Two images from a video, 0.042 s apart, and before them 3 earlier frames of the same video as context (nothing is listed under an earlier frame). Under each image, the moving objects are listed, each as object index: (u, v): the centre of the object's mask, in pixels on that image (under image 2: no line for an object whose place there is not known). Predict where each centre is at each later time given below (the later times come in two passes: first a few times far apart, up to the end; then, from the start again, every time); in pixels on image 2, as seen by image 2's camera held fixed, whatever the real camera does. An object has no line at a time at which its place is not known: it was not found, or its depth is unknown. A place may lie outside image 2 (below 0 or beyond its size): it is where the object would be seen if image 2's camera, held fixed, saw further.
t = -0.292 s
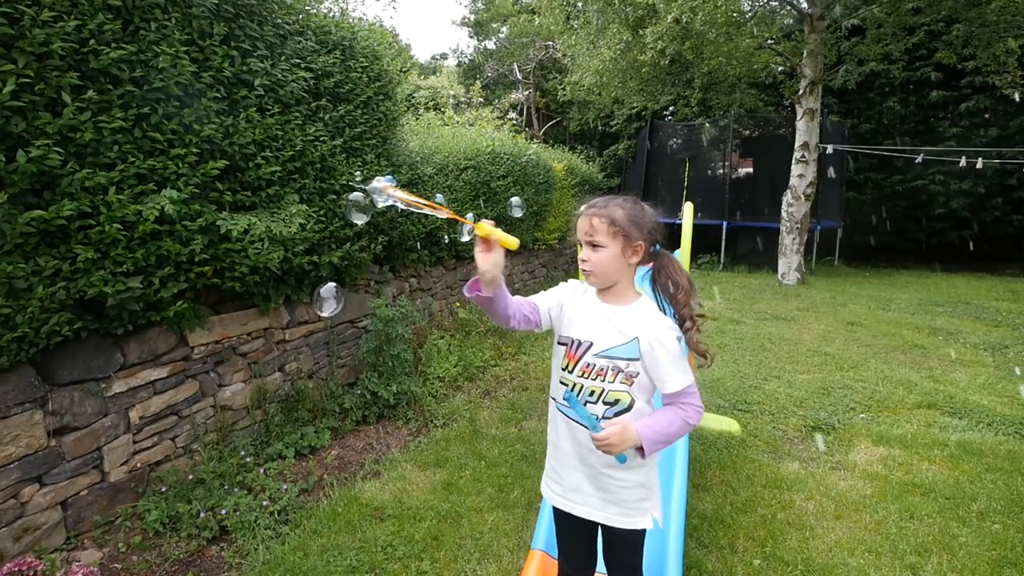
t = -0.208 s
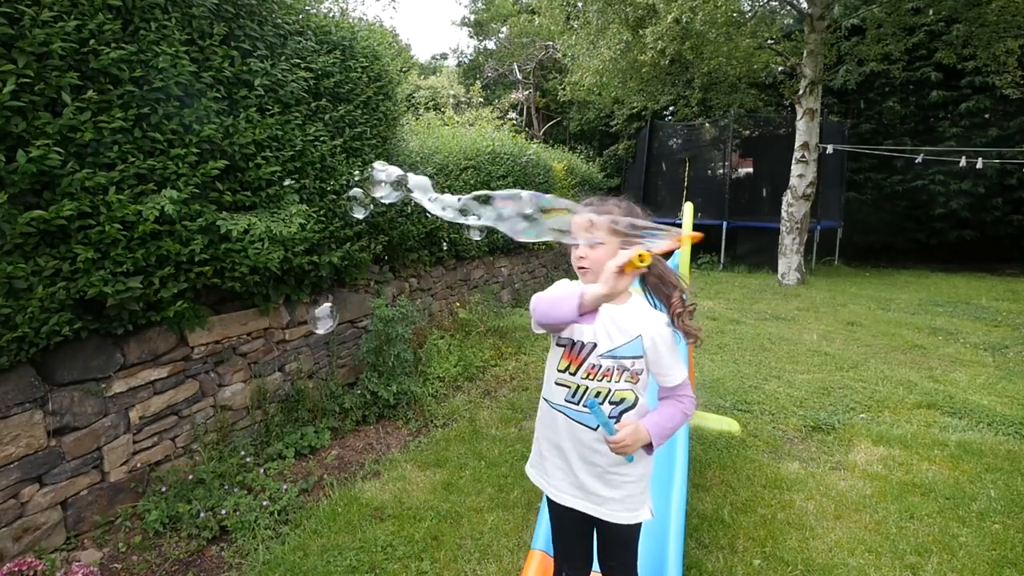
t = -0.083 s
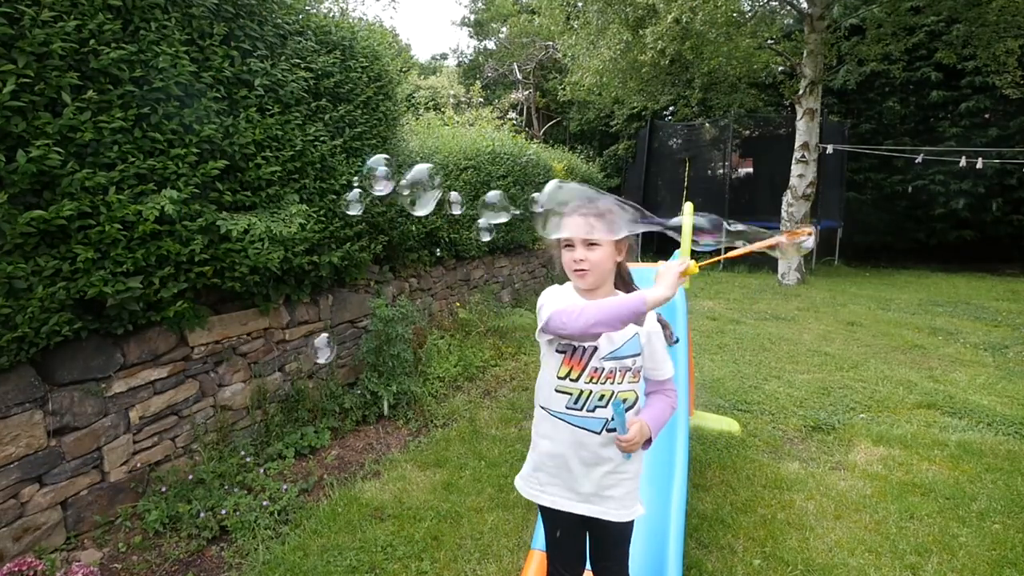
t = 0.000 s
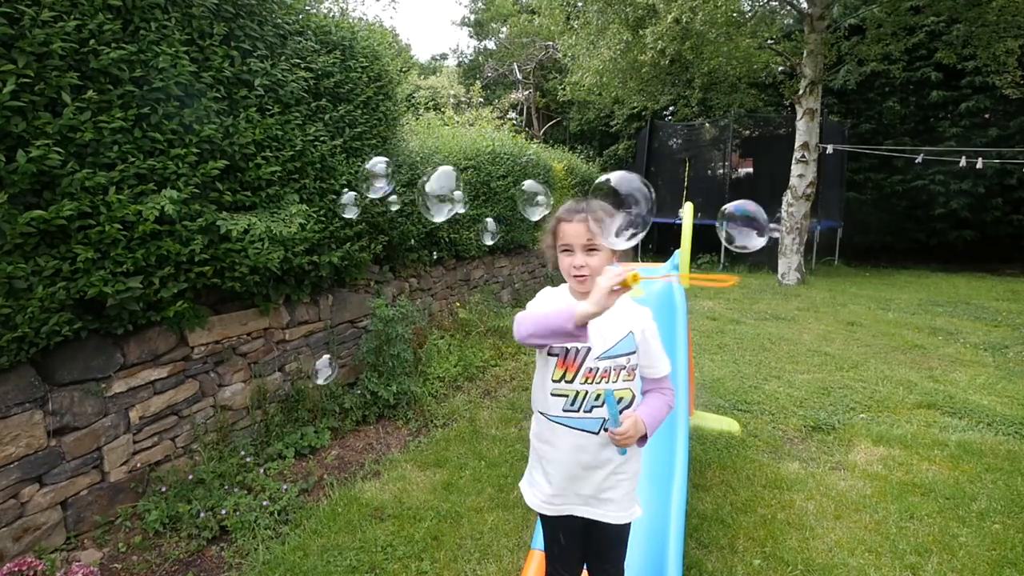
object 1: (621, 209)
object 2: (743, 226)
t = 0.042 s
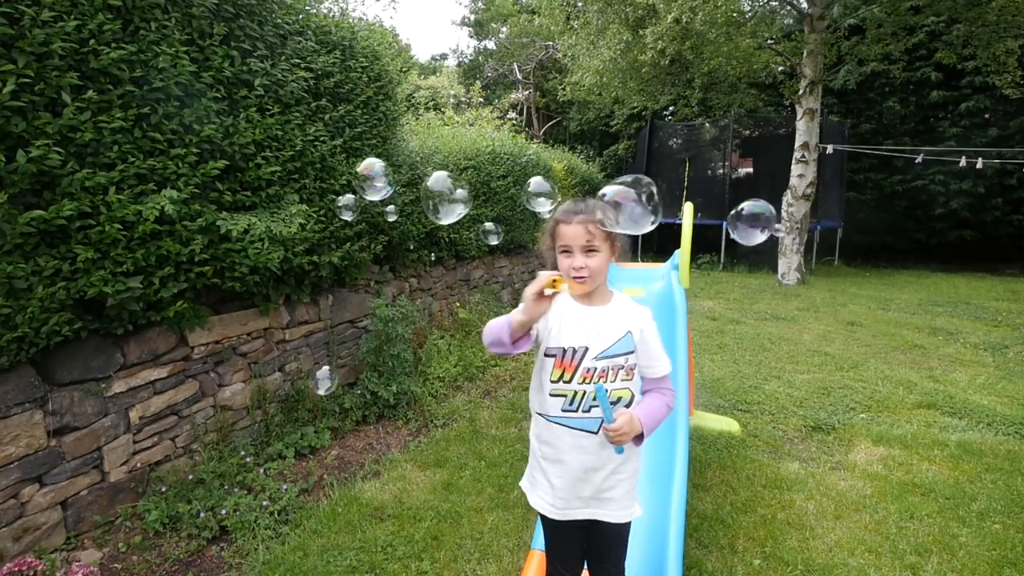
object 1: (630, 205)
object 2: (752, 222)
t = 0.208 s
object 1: (649, 188)
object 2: (750, 206)
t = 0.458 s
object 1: (631, 165)
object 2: (709, 188)
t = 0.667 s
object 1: (585, 157)
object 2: (665, 182)
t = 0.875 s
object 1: (518, 157)
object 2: (625, 195)
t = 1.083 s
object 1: (432, 172)
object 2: (611, 205)
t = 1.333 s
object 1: (318, 205)
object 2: (578, 230)
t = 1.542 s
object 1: (224, 245)
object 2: (529, 253)
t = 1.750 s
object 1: (143, 292)
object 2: (461, 272)
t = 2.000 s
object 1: (65, 345)
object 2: (390, 309)
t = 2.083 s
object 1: (50, 360)
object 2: (362, 320)
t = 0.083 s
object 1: (636, 200)
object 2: (754, 218)
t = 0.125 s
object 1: (642, 194)
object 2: (755, 215)
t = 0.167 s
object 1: (647, 192)
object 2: (753, 210)
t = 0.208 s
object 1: (649, 188)
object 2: (750, 206)
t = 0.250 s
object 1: (652, 181)
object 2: (745, 202)
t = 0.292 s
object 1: (648, 179)
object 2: (739, 199)
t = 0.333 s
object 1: (649, 176)
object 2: (733, 196)
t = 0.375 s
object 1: (645, 171)
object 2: (725, 192)
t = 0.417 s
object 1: (639, 169)
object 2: (717, 190)
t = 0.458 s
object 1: (631, 165)
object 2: (709, 188)
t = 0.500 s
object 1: (626, 163)
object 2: (701, 186)
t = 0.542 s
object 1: (617, 160)
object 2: (692, 184)
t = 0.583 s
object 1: (607, 159)
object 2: (683, 183)
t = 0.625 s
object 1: (596, 157)
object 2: (674, 182)
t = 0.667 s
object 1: (585, 157)
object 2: (665, 182)
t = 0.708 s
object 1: (574, 155)
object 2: (656, 183)
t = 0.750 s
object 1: (561, 156)
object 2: (647, 185)
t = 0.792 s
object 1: (547, 156)
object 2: (639, 188)
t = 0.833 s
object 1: (534, 157)
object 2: (631, 191)
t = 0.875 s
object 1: (518, 157)
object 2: (625, 195)
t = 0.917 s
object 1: (503, 160)
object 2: (621, 197)
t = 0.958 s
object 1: (486, 162)
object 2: (618, 199)
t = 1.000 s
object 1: (470, 165)
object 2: (616, 201)
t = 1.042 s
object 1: (451, 169)
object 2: (613, 203)
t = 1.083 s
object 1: (432, 172)
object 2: (611, 205)
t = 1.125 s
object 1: (413, 176)
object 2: (608, 208)
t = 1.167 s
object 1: (396, 179)
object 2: (605, 212)
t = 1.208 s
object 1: (375, 185)
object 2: (600, 216)
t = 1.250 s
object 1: (356, 191)
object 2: (594, 220)
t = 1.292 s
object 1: (339, 197)
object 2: (586, 224)
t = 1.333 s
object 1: (318, 205)
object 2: (578, 230)
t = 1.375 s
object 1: (298, 212)
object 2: (569, 234)
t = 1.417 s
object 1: (279, 220)
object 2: (559, 239)
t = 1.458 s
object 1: (261, 228)
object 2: (549, 243)
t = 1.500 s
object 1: (241, 237)
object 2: (537, 248)
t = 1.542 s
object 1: (224, 245)
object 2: (529, 253)
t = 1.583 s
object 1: (206, 254)
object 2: (520, 259)
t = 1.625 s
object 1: (189, 264)
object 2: (515, 265)
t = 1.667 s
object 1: (172, 273)
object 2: (474, 262)
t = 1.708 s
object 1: (157, 282)
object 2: (470, 264)
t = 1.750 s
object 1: (143, 292)
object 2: (461, 272)
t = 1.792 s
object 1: (127, 302)
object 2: (454, 282)
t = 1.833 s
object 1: (114, 310)
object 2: (442, 287)
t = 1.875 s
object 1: (101, 320)
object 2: (430, 293)
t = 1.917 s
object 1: (88, 329)
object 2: (416, 298)
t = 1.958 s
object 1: (75, 337)
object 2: (403, 304)
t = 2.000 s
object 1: (65, 345)
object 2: (390, 309)
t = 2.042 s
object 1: (56, 353)
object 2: (377, 314)
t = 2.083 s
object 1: (50, 360)
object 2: (362, 320)
